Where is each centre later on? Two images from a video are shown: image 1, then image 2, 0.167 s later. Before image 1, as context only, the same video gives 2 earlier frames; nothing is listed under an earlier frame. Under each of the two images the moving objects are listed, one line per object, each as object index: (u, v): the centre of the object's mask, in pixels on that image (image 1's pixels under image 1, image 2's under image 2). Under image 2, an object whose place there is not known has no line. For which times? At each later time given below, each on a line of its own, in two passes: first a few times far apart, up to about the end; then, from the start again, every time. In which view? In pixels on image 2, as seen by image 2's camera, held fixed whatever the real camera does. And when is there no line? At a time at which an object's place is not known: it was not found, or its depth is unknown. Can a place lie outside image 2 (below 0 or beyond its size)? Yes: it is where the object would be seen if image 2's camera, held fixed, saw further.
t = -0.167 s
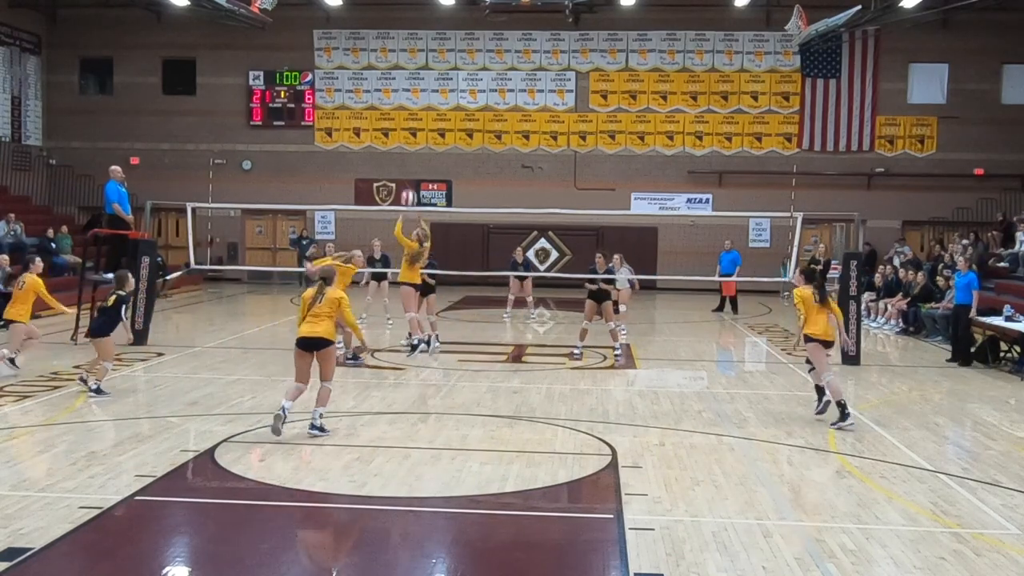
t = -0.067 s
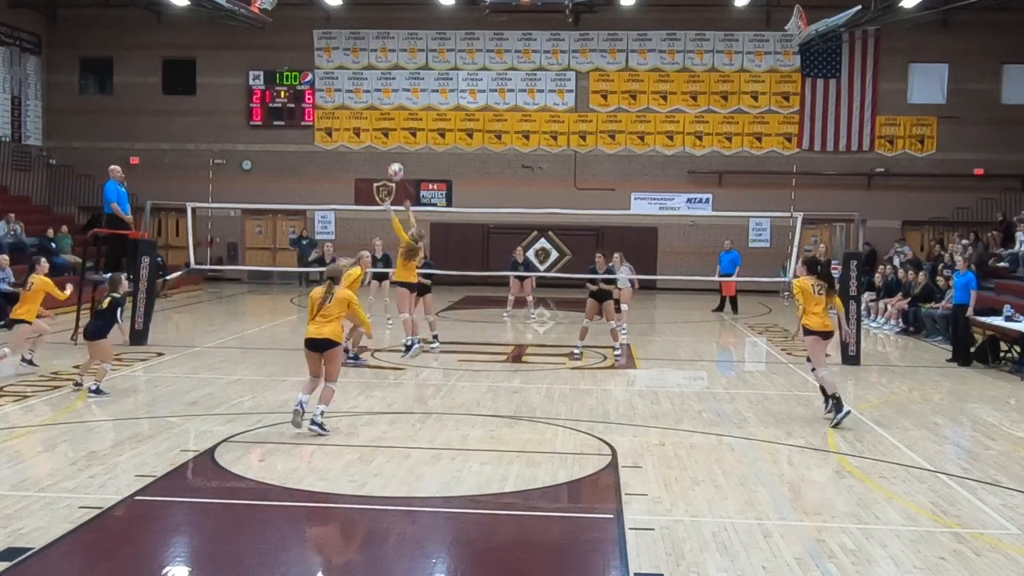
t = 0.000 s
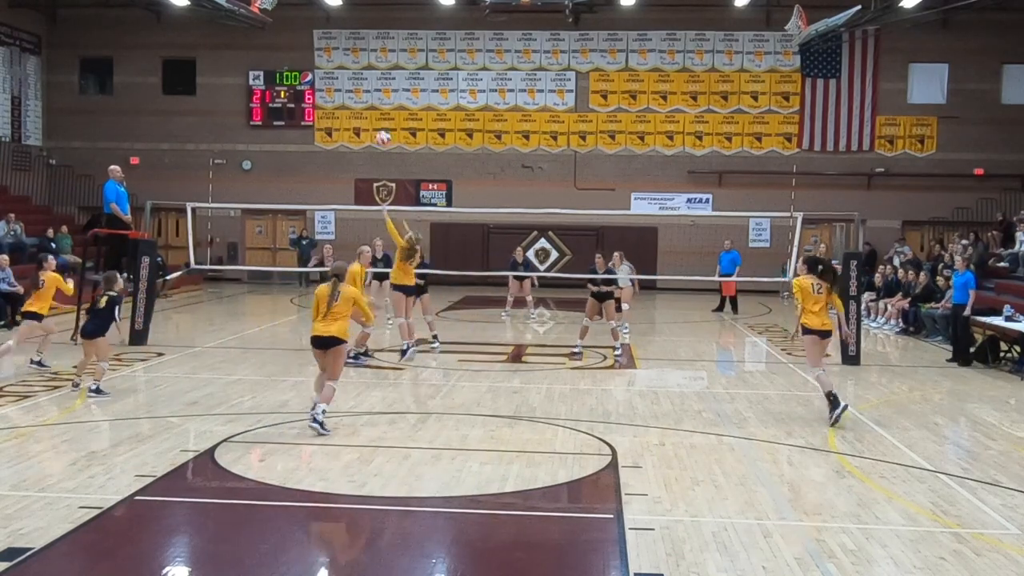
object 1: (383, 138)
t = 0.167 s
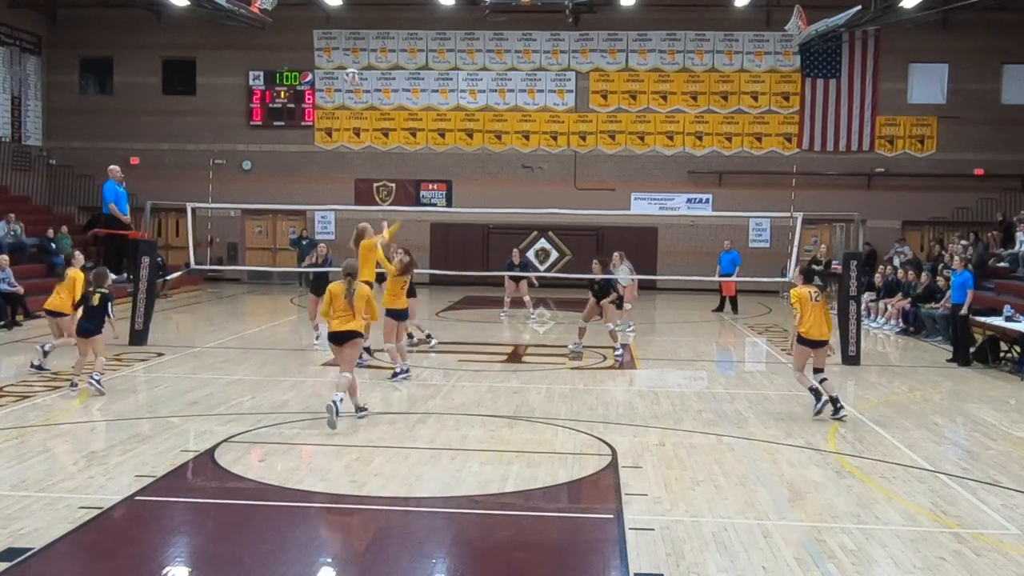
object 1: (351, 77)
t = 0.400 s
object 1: (309, 27)
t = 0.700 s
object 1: (258, 25)
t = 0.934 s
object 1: (221, 67)
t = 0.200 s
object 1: (345, 65)
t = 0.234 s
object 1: (339, 56)
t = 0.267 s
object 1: (332, 49)
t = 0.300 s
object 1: (327, 43)
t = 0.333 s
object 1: (321, 36)
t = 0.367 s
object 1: (315, 31)
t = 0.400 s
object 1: (309, 27)
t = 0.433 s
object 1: (303, 24)
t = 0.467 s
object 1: (297, 21)
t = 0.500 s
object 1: (292, 19)
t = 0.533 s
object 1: (285, 18)
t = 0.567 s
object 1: (280, 18)
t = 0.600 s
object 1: (275, 18)
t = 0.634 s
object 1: (269, 20)
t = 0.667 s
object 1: (264, 22)
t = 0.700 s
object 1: (258, 25)
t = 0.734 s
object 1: (253, 29)
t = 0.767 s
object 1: (247, 34)
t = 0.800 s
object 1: (241, 38)
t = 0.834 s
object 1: (236, 45)
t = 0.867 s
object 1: (231, 51)
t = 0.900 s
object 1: (226, 59)
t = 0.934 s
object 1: (221, 67)
